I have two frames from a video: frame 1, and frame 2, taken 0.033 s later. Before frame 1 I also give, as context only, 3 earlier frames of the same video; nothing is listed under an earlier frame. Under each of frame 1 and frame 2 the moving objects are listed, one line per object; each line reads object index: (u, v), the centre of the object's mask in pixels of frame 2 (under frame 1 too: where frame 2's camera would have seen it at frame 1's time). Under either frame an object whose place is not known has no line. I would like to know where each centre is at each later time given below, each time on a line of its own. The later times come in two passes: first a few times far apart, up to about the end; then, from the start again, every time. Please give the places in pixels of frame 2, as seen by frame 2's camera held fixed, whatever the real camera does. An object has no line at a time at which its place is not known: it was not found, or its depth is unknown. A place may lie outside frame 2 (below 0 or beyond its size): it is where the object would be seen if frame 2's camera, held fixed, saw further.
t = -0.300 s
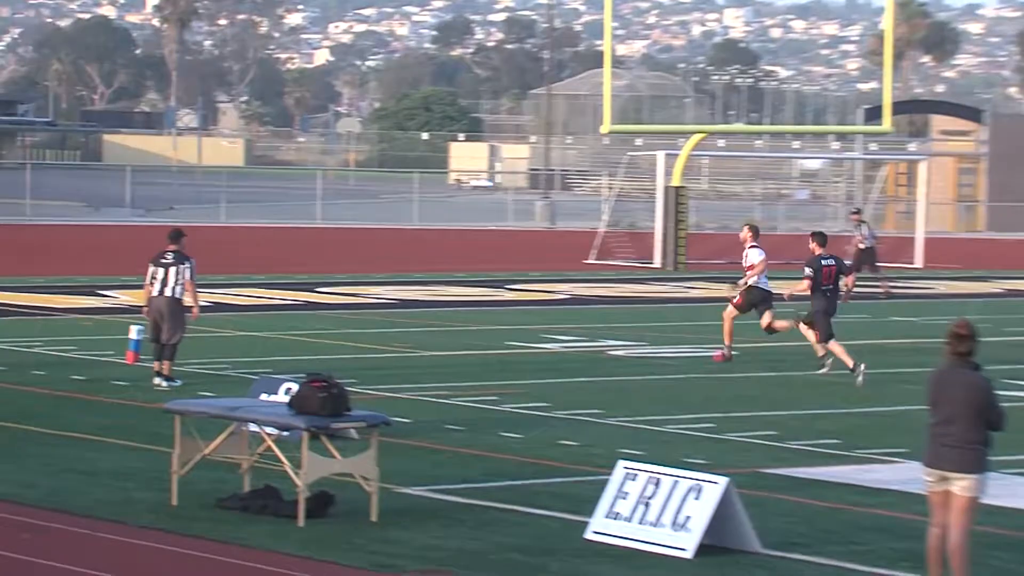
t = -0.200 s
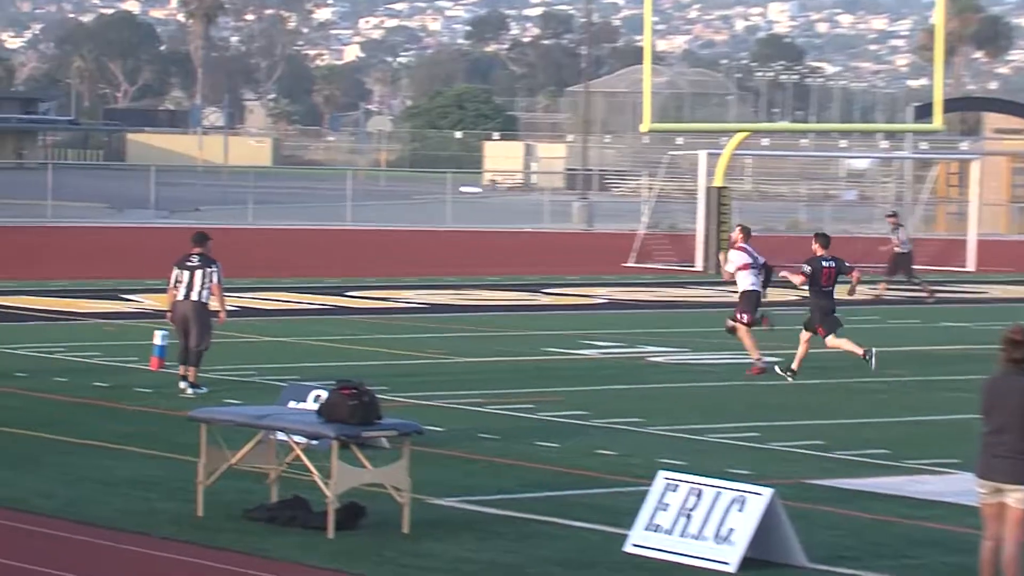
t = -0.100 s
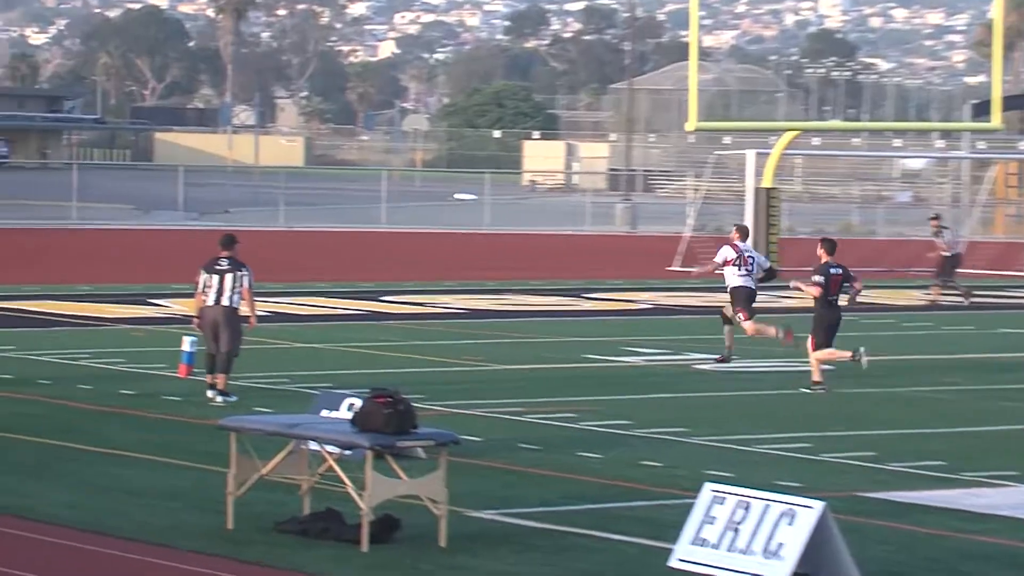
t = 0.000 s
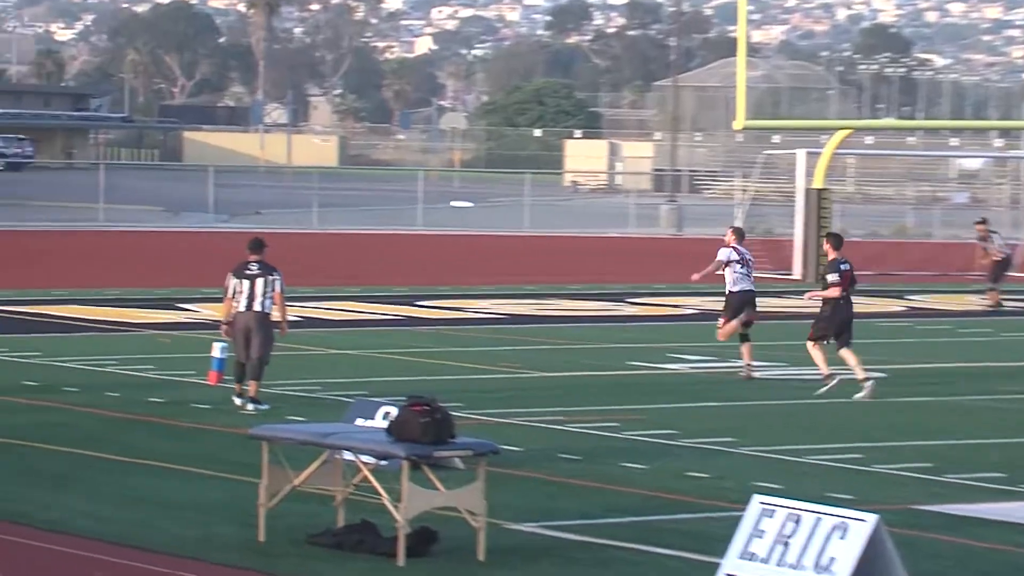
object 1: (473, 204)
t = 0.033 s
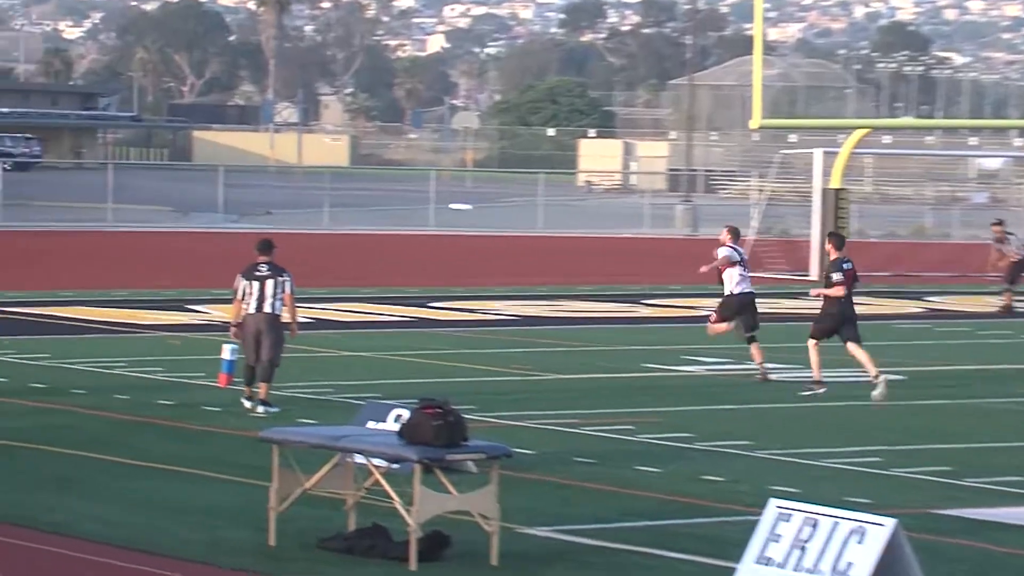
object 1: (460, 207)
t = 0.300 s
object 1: (361, 225)
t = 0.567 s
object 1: (269, 242)
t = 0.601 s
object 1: (260, 244)
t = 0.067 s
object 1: (447, 208)
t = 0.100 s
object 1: (435, 210)
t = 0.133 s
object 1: (422, 213)
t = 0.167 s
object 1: (409, 215)
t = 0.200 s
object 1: (397, 217)
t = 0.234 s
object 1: (385, 219)
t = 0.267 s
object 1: (373, 223)
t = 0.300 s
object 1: (361, 225)
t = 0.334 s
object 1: (349, 227)
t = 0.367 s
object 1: (337, 229)
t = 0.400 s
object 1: (326, 231)
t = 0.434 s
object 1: (315, 234)
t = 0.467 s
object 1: (303, 235)
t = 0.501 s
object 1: (292, 237)
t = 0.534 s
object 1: (281, 239)
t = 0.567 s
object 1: (269, 242)
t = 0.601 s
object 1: (260, 244)
